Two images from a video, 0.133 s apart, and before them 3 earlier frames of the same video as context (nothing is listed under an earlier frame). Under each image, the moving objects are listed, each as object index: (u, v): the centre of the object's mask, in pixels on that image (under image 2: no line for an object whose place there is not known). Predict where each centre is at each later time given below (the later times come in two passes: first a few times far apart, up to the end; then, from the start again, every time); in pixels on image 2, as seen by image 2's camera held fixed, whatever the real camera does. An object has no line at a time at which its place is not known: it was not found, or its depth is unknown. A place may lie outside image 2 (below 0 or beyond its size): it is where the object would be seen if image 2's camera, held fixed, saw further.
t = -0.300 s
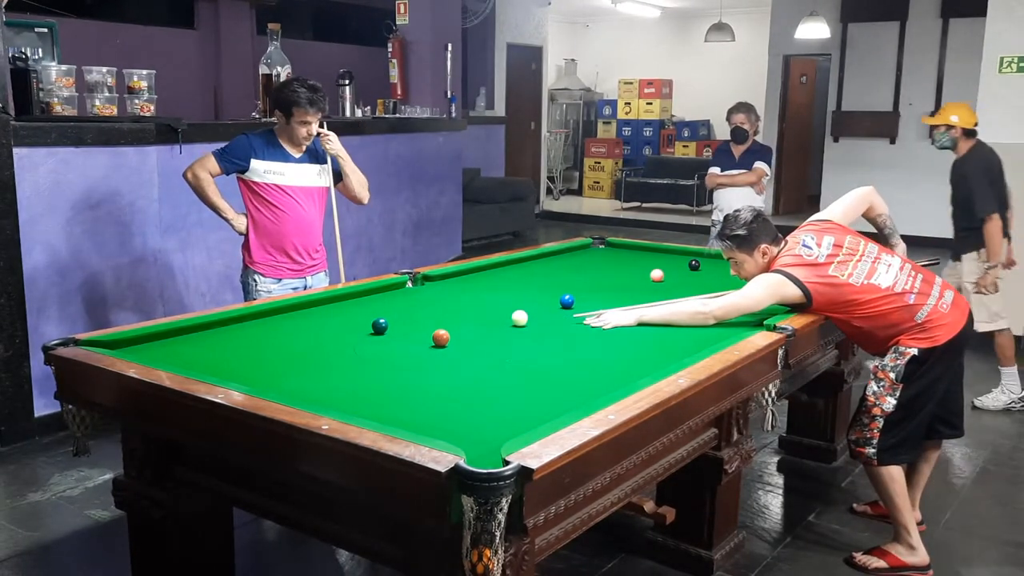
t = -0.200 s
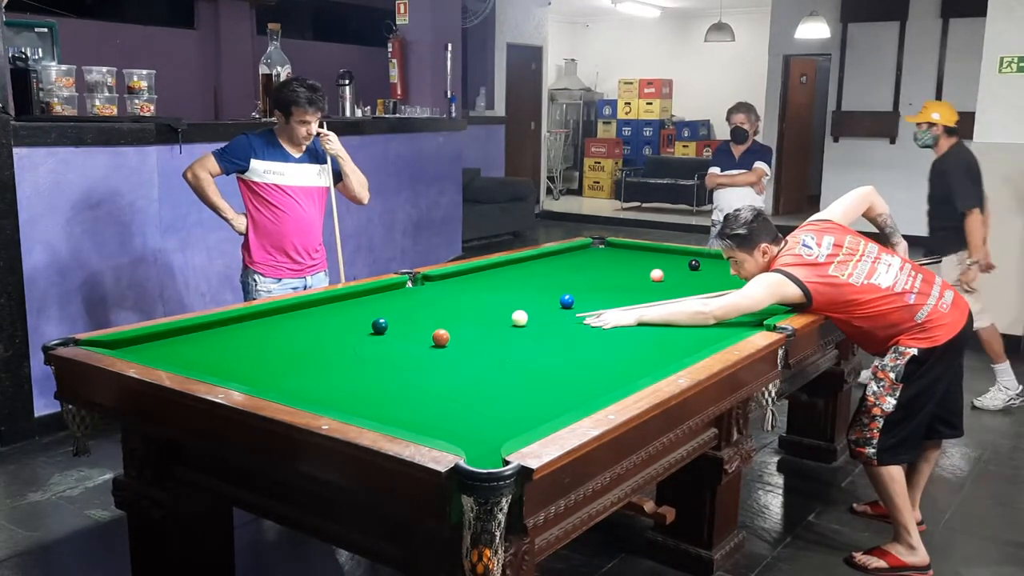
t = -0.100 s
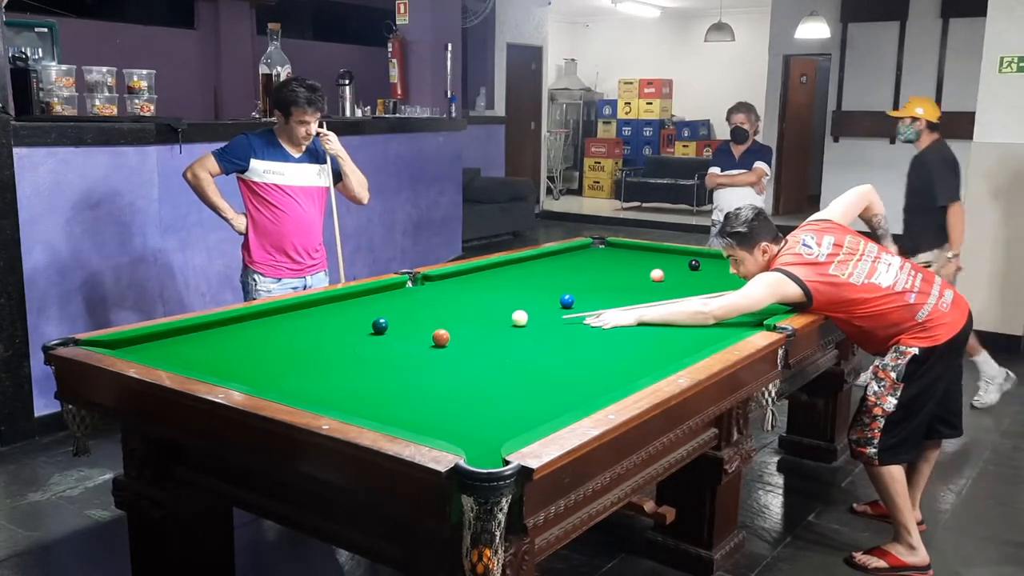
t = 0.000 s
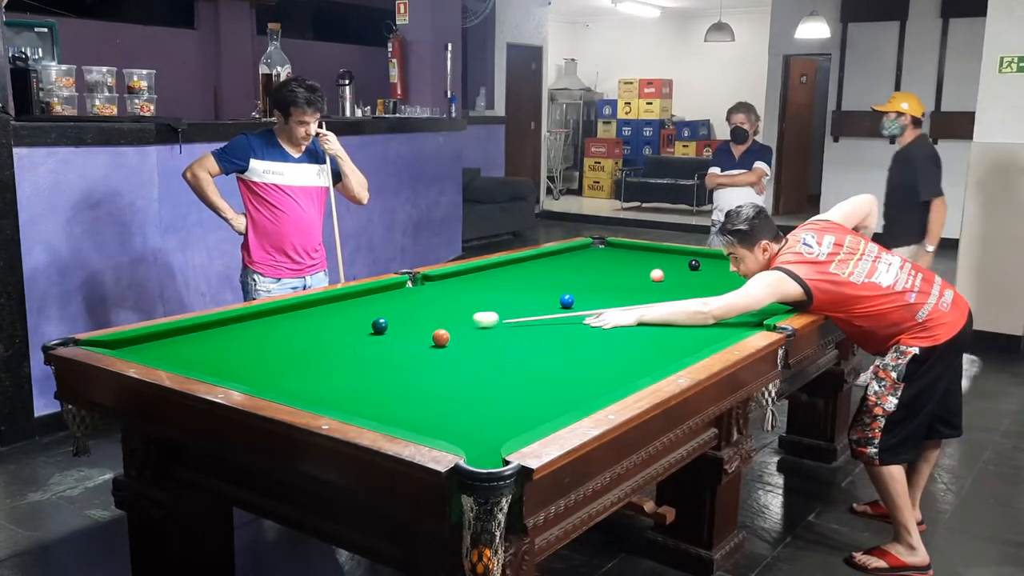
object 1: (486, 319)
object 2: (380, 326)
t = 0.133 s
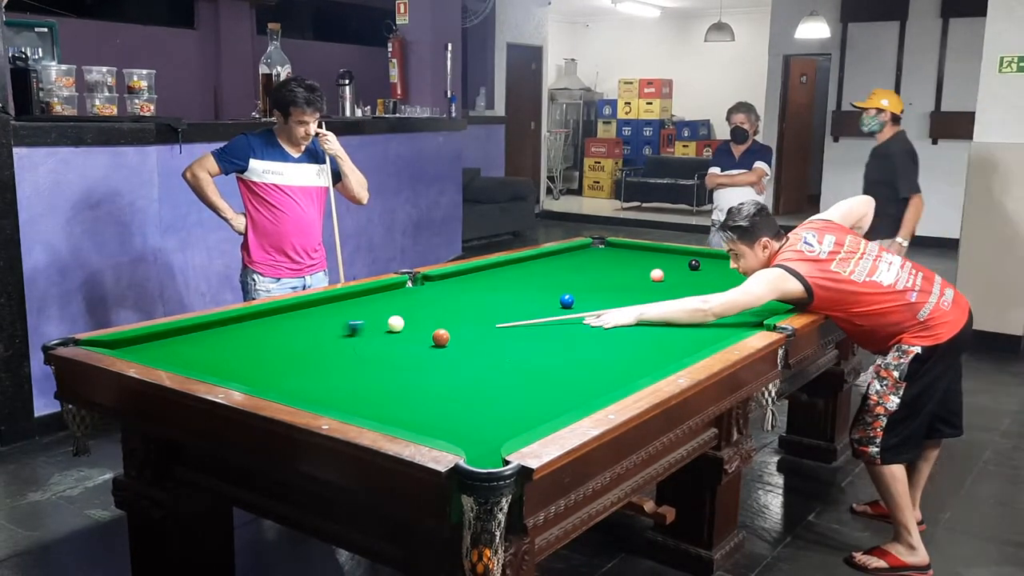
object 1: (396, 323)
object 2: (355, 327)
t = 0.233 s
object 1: (398, 322)
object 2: (274, 333)
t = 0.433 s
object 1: (407, 319)
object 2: (126, 344)
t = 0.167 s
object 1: (395, 323)
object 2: (327, 329)
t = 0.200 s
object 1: (396, 322)
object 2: (301, 331)
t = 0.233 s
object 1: (398, 322)
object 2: (274, 333)
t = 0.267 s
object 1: (400, 322)
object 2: (248, 335)
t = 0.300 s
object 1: (401, 321)
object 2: (223, 337)
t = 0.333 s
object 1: (403, 321)
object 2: (198, 338)
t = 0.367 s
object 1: (404, 320)
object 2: (174, 340)
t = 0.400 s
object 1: (406, 320)
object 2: (151, 342)
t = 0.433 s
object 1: (407, 319)
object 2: (126, 344)
